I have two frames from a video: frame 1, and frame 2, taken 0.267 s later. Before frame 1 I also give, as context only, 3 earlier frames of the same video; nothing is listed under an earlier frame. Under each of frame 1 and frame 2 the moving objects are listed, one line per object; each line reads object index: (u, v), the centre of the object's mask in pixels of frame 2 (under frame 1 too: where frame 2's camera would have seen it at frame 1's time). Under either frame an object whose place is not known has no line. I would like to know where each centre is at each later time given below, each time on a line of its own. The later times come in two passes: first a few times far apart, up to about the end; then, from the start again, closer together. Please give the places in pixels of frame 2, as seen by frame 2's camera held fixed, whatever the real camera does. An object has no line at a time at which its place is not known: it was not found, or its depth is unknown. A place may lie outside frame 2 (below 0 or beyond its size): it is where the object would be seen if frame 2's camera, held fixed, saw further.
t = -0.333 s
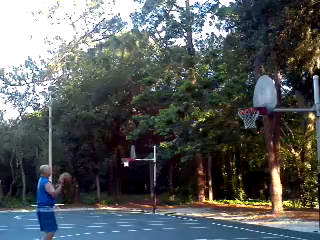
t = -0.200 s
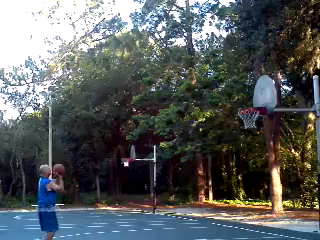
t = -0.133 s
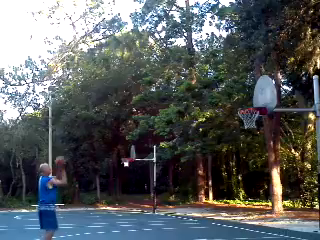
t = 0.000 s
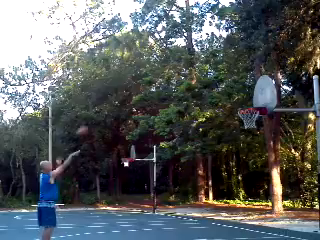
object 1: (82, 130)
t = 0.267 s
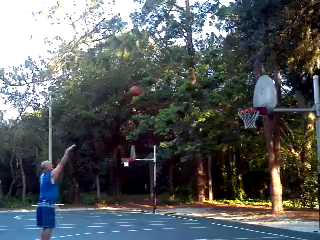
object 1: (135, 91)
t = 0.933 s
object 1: (236, 90)
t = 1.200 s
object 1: (237, 78)
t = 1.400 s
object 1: (237, 83)
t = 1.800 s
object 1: (242, 155)
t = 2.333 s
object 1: (249, 181)
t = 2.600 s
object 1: (252, 154)
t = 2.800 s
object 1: (255, 154)
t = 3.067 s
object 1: (262, 186)
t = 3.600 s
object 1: (268, 198)
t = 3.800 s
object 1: (271, 190)
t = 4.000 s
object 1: (275, 200)
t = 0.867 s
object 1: (237, 99)
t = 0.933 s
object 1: (236, 90)
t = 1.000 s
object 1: (237, 83)
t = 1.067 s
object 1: (236, 80)
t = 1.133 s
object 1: (237, 78)
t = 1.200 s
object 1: (237, 78)
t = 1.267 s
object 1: (237, 79)
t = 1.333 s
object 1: (237, 80)
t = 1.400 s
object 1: (237, 83)
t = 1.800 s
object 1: (242, 155)
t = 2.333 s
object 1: (249, 181)
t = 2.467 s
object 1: (250, 163)
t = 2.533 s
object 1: (251, 157)
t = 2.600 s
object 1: (252, 154)
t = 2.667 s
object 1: (253, 152)
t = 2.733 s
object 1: (254, 153)
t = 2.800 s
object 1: (255, 154)
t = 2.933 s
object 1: (259, 166)
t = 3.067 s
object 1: (262, 186)
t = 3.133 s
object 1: (264, 199)
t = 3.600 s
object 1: (268, 198)
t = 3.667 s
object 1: (270, 193)
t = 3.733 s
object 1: (271, 190)
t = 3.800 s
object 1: (271, 190)
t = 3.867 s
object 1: (272, 191)
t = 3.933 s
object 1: (274, 195)
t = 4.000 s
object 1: (275, 200)
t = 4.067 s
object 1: (277, 208)
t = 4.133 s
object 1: (277, 219)
